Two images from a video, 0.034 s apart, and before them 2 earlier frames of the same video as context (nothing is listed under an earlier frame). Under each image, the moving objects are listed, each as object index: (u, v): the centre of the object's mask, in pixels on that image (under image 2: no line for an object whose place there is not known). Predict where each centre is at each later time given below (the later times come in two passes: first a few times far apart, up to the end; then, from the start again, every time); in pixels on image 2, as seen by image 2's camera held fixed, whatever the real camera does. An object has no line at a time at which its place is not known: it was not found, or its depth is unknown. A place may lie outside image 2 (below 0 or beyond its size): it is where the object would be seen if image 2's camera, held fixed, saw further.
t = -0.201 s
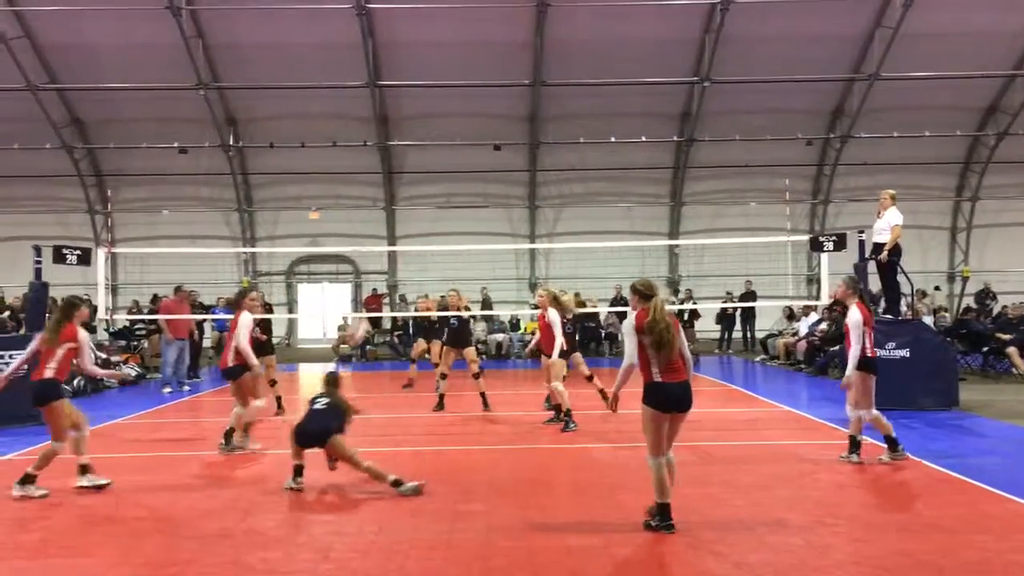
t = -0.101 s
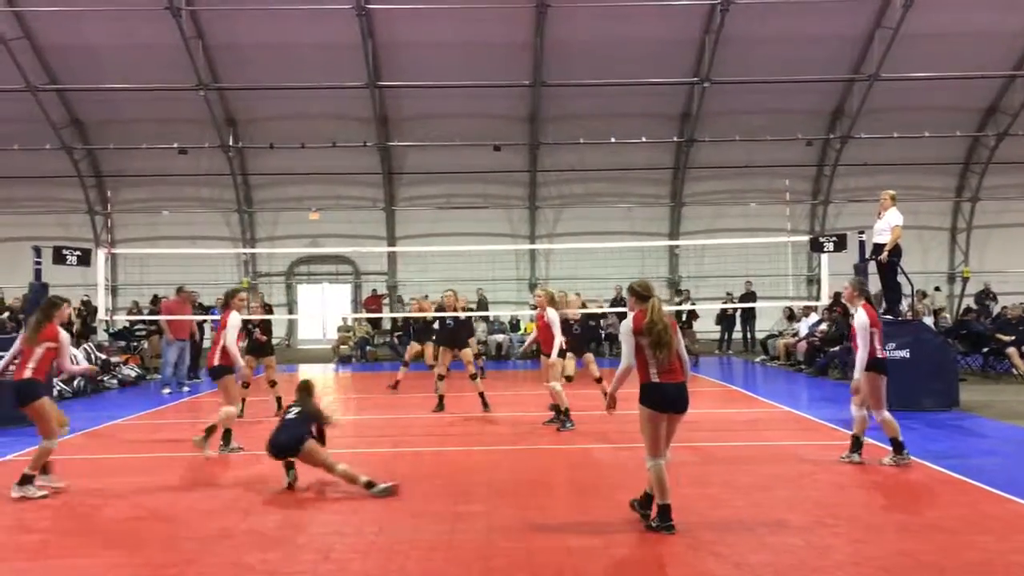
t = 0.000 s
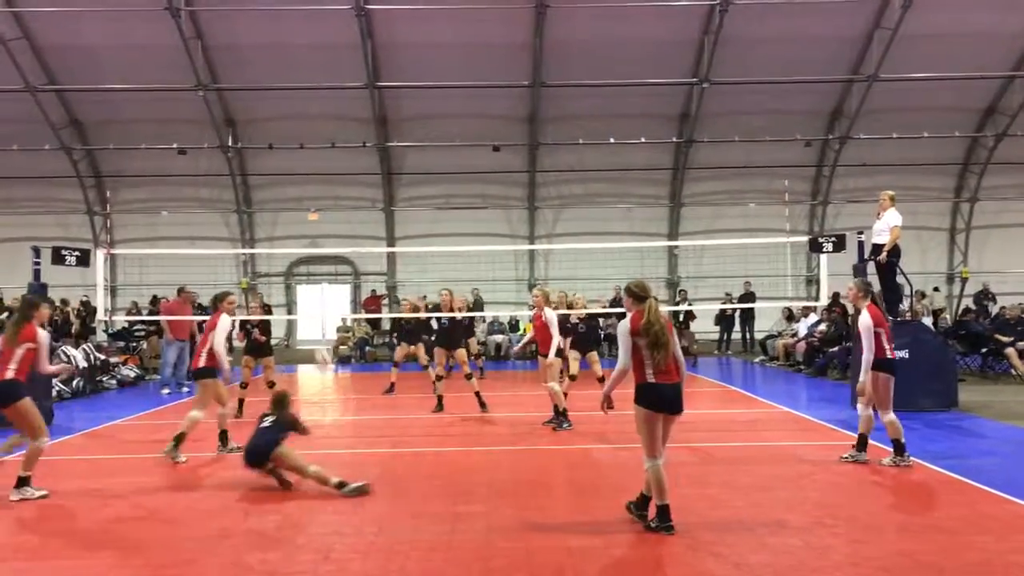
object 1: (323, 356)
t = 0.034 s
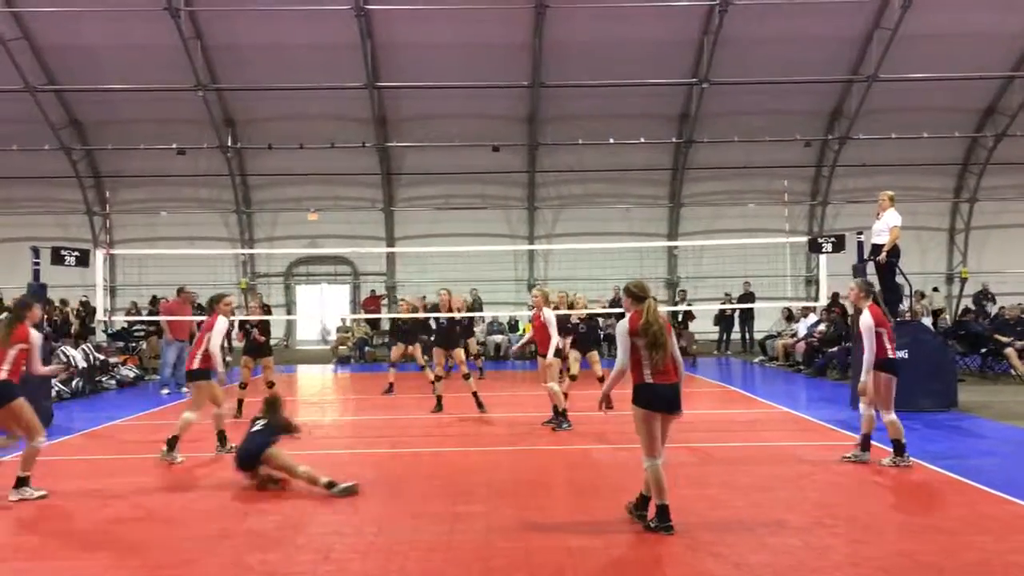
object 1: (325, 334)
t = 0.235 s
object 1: (336, 216)
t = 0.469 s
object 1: (347, 148)
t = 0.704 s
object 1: (360, 129)
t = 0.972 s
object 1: (374, 163)
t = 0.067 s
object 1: (325, 312)
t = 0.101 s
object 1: (327, 285)
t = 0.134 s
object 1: (330, 269)
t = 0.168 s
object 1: (330, 250)
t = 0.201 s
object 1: (332, 233)
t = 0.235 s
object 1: (336, 216)
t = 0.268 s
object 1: (337, 205)
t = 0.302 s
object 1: (338, 192)
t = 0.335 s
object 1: (340, 180)
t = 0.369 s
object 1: (343, 169)
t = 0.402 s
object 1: (344, 162)
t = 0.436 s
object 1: (346, 154)
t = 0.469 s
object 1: (347, 148)
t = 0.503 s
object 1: (349, 142)
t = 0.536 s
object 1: (351, 138)
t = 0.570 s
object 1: (353, 134)
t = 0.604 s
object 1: (354, 132)
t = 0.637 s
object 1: (357, 130)
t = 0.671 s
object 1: (358, 129)
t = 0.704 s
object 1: (360, 129)
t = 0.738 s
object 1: (361, 130)
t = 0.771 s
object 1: (364, 133)
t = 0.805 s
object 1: (365, 136)
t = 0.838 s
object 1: (367, 139)
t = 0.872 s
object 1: (368, 145)
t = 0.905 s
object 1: (370, 150)
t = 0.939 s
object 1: (372, 156)
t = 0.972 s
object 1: (374, 163)
